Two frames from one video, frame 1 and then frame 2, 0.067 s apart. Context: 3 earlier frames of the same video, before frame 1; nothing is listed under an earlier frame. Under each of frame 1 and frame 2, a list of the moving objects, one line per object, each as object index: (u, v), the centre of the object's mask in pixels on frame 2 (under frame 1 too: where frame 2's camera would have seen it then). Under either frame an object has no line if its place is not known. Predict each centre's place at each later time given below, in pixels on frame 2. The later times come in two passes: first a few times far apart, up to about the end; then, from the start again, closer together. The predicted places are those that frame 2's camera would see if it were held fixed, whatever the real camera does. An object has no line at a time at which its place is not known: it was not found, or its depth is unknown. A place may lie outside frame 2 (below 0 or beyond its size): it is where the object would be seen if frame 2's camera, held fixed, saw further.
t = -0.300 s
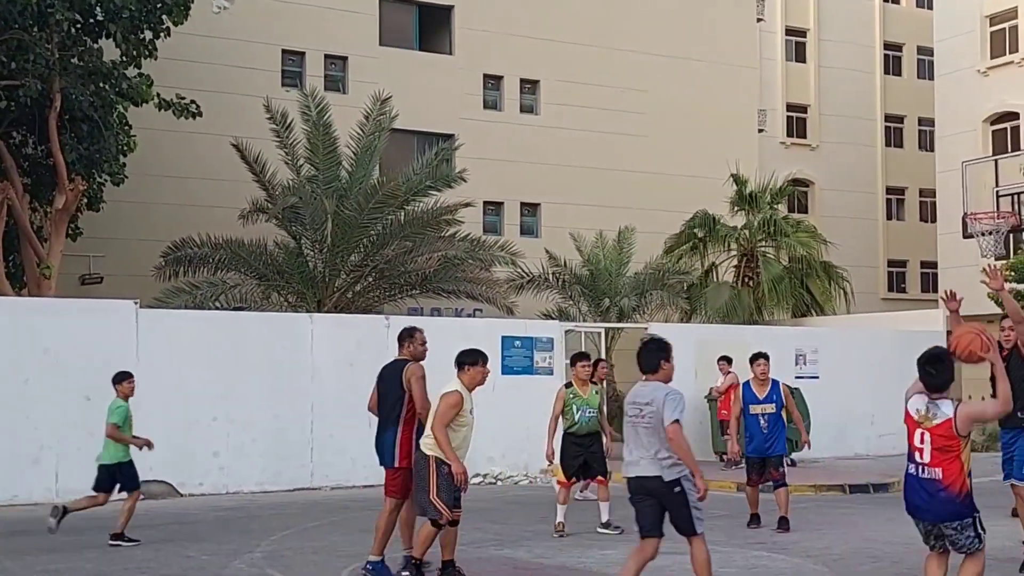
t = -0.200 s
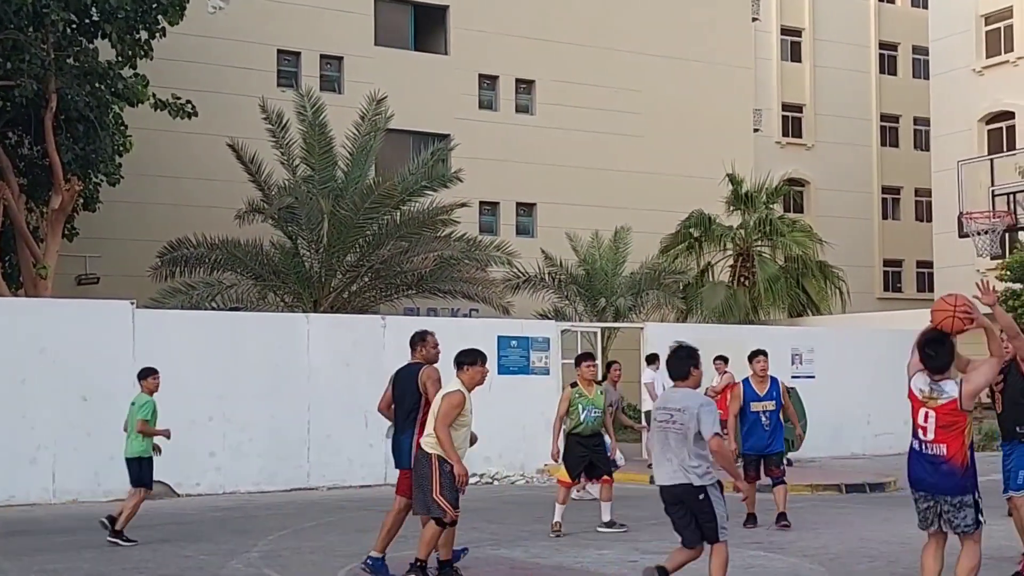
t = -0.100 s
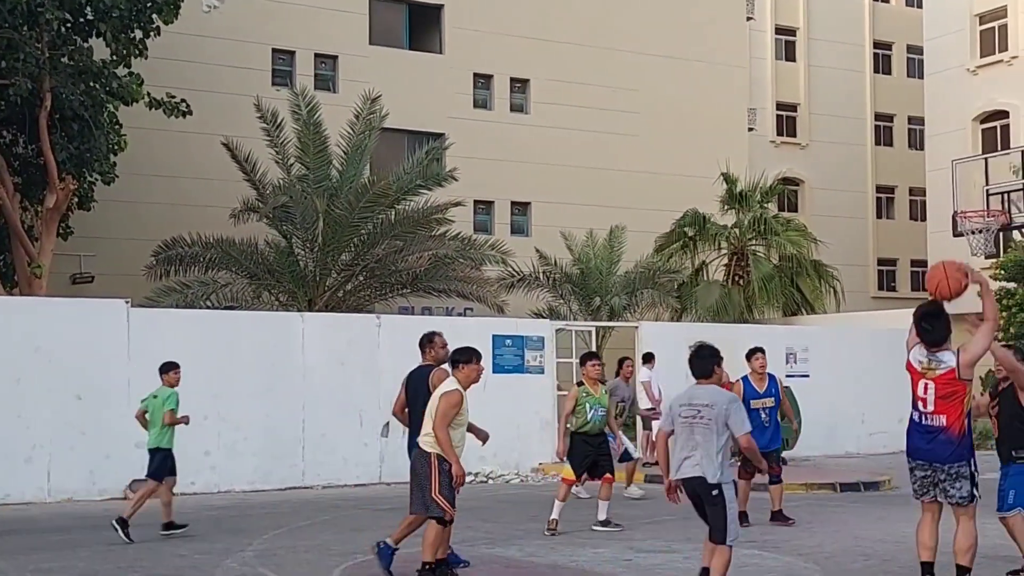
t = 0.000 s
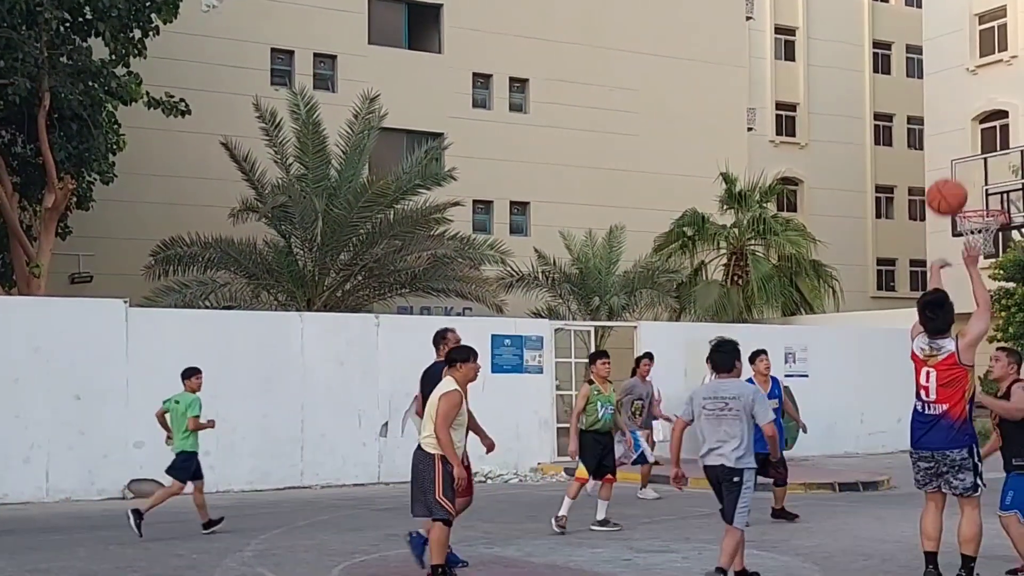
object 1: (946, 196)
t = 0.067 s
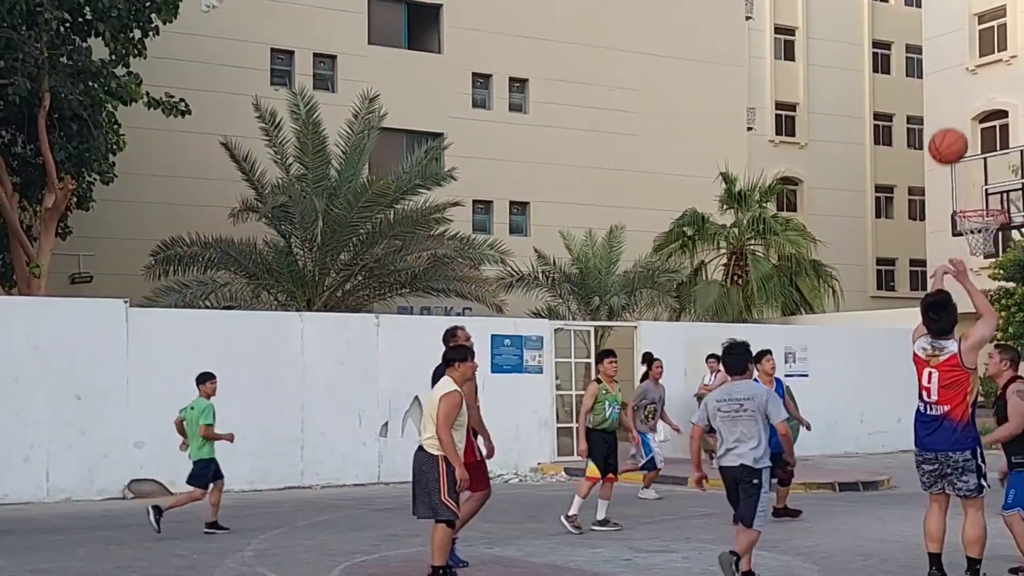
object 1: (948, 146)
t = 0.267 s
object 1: (955, 54)
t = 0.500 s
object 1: (962, 30)
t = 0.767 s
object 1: (967, 81)
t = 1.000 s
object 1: (974, 175)
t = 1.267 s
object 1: (964, 169)
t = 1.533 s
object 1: (954, 176)
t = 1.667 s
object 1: (950, 203)
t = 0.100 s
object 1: (949, 125)
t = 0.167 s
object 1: (952, 90)
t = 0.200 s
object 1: (952, 75)
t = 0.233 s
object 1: (954, 64)
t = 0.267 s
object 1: (955, 54)
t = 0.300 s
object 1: (956, 46)
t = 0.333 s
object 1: (957, 39)
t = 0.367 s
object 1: (958, 34)
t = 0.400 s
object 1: (959, 31)
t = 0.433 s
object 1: (960, 29)
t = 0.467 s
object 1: (961, 29)
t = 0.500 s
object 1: (962, 30)
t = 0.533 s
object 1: (962, 32)
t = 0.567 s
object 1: (963, 36)
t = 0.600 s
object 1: (963, 41)
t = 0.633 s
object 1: (964, 47)
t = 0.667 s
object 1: (965, 54)
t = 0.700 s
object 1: (966, 62)
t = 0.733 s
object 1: (967, 71)
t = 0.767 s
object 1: (967, 81)
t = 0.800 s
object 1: (968, 92)
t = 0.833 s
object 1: (969, 104)
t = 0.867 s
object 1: (970, 116)
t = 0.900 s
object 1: (971, 129)
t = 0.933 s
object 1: (972, 144)
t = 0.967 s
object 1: (973, 159)
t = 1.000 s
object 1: (974, 175)
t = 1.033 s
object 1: (974, 191)
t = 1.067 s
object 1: (974, 200)
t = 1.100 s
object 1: (972, 197)
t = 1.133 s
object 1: (970, 192)
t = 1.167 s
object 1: (968, 184)
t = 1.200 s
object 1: (967, 178)
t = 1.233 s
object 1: (965, 173)
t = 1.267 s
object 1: (964, 169)
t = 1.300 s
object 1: (963, 166)
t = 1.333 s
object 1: (961, 165)
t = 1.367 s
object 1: (960, 164)
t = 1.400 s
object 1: (959, 164)
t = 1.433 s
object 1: (958, 166)
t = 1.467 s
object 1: (957, 168)
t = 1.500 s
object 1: (955, 171)
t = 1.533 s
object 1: (954, 176)
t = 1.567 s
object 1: (953, 181)
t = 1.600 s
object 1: (952, 188)
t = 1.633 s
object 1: (951, 195)
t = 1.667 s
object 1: (950, 203)
